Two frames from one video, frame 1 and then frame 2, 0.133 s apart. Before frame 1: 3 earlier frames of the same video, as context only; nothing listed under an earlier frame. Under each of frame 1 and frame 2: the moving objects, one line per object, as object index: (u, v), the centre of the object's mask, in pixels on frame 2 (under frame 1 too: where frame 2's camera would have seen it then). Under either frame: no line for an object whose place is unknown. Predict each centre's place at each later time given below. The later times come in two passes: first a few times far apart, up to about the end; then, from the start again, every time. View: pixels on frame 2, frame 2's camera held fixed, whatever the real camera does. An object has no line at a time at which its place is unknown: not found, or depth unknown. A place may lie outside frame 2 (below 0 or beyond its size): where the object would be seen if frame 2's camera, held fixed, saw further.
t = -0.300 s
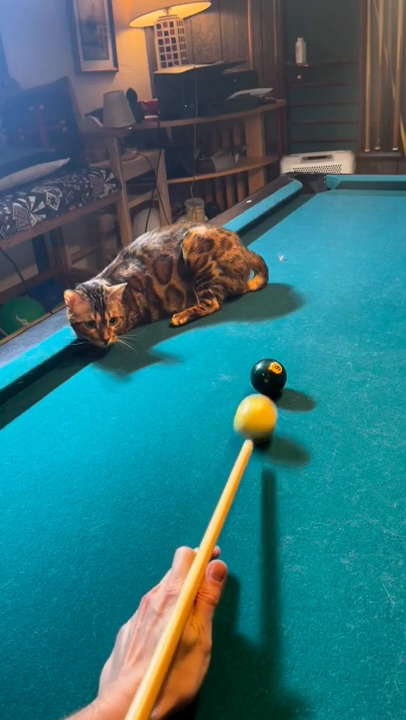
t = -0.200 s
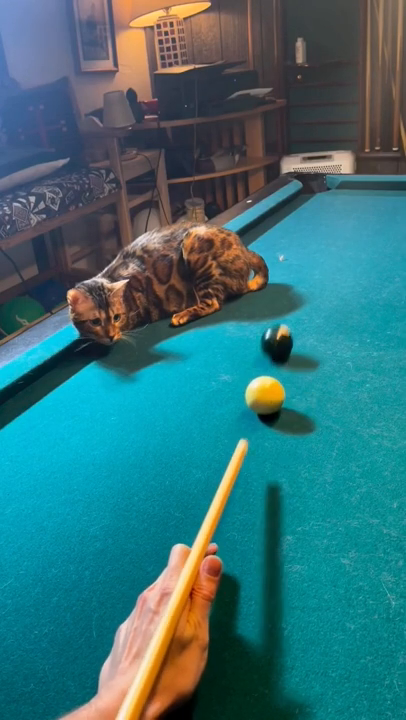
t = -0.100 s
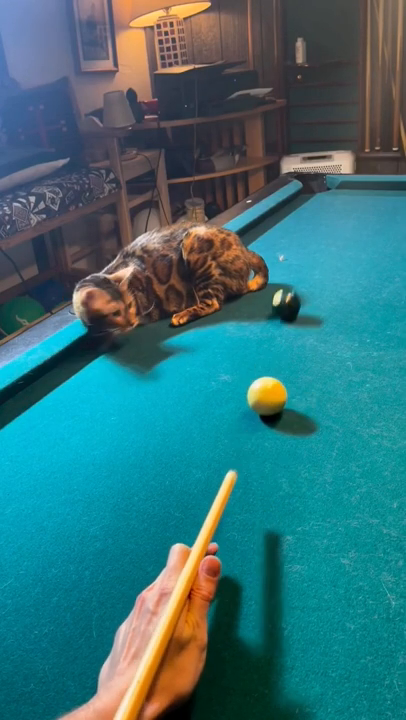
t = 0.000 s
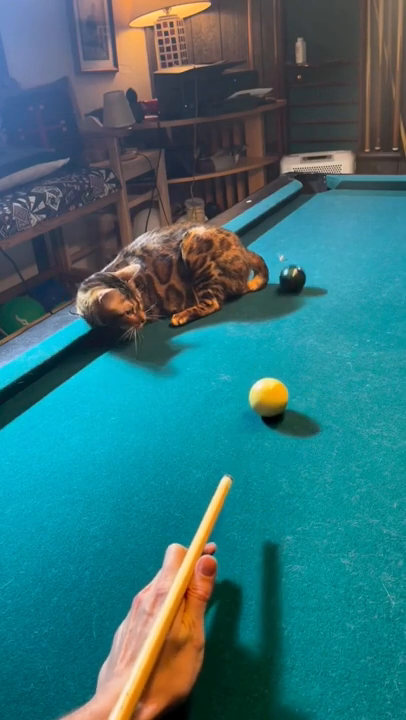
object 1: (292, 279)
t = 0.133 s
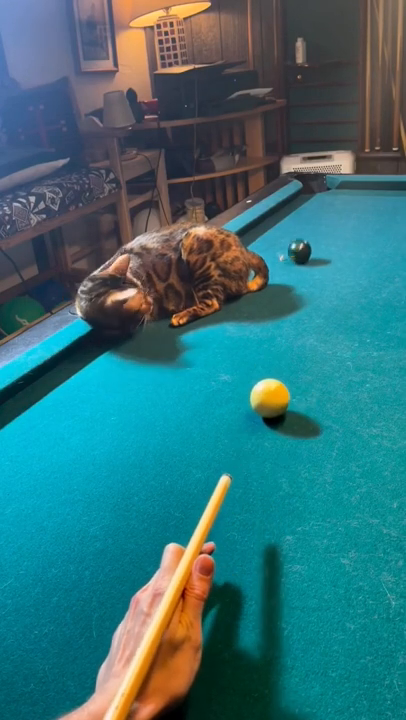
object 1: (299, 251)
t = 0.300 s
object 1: (306, 224)
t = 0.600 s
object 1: (314, 189)
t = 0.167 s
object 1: (301, 245)
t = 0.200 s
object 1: (302, 239)
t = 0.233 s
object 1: (304, 234)
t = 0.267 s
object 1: (305, 229)
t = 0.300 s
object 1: (306, 224)
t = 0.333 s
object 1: (307, 220)
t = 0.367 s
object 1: (308, 215)
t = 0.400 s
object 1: (309, 211)
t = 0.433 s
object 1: (309, 208)
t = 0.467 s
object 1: (311, 203)
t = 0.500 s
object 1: (312, 200)
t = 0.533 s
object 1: (313, 196)
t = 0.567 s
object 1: (313, 193)
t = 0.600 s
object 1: (314, 189)
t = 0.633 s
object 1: (314, 187)
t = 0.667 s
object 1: (315, 184)
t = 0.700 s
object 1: (317, 184)
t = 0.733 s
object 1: (313, 186)
